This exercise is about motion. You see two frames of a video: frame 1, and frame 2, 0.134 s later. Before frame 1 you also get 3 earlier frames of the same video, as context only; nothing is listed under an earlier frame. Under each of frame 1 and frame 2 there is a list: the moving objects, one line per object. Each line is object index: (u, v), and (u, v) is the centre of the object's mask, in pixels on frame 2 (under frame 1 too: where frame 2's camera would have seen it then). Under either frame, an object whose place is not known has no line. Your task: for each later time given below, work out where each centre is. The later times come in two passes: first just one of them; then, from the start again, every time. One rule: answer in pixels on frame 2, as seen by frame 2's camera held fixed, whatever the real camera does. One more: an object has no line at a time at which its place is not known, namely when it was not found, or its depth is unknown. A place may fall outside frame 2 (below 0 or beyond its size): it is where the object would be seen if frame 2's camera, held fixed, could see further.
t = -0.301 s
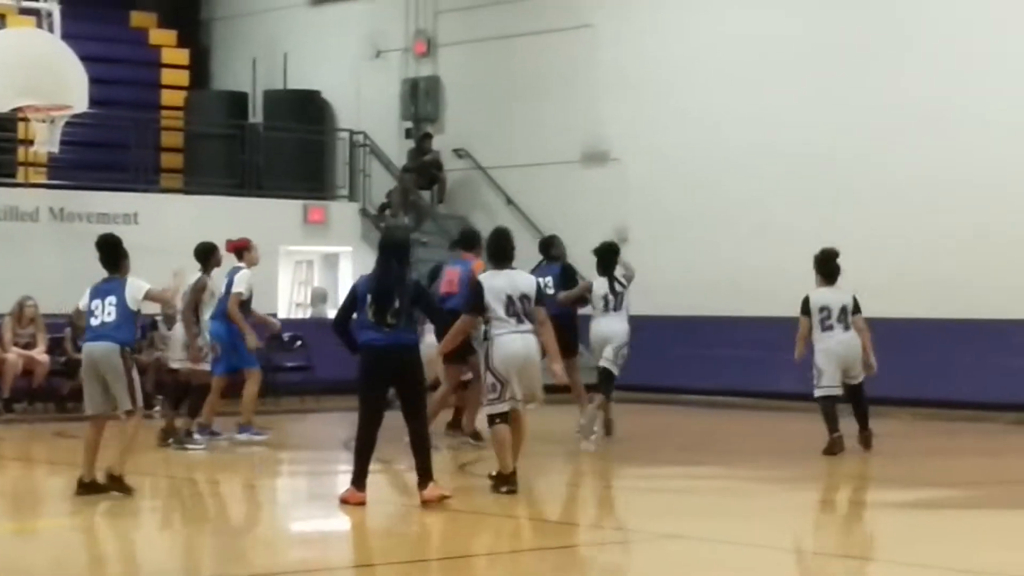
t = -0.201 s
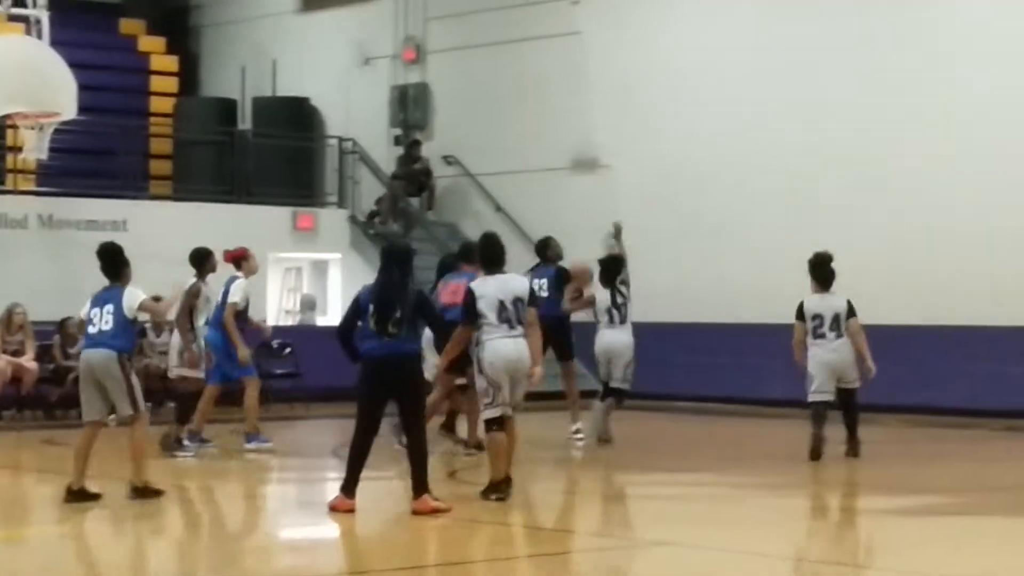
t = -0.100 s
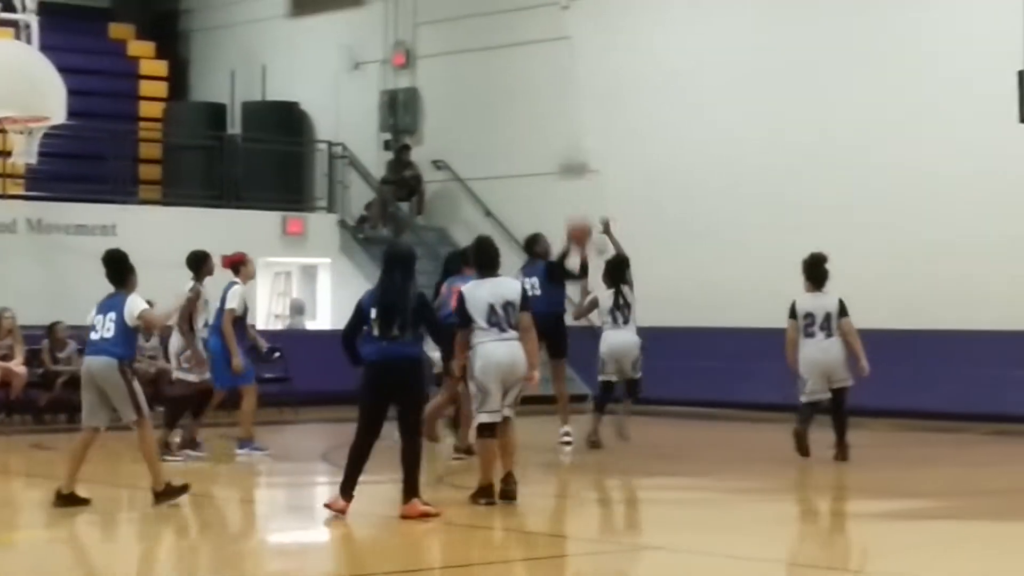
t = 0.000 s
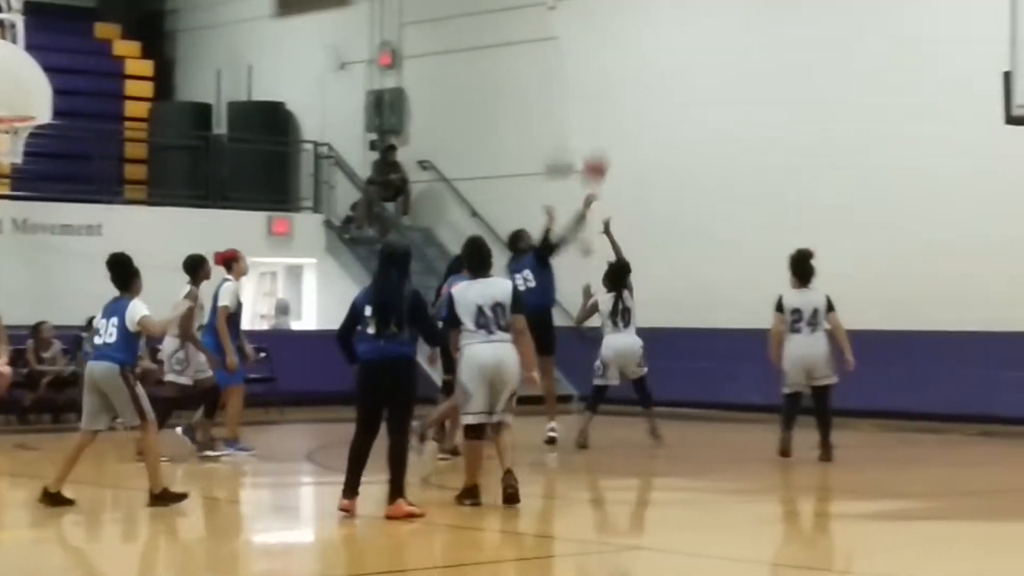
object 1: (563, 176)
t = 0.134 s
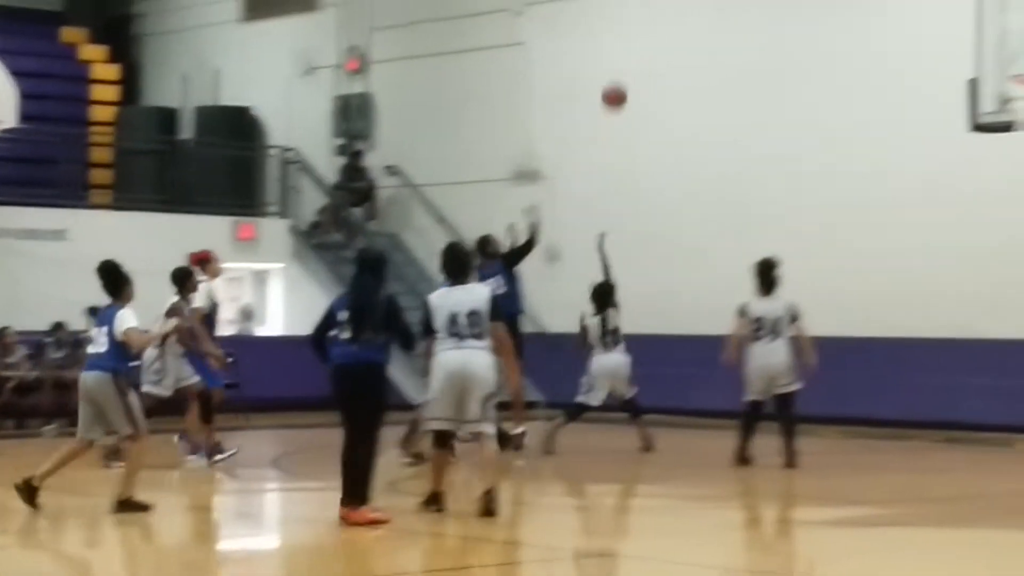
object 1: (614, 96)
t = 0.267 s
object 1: (666, 36)
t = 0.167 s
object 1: (627, 79)
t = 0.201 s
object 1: (640, 64)
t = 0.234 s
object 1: (652, 49)
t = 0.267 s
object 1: (666, 36)
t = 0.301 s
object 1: (678, 24)
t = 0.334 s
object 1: (691, 14)
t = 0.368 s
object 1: (703, 5)
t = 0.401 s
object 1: (716, -3)
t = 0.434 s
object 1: (728, -10)
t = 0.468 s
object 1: (739, -16)
